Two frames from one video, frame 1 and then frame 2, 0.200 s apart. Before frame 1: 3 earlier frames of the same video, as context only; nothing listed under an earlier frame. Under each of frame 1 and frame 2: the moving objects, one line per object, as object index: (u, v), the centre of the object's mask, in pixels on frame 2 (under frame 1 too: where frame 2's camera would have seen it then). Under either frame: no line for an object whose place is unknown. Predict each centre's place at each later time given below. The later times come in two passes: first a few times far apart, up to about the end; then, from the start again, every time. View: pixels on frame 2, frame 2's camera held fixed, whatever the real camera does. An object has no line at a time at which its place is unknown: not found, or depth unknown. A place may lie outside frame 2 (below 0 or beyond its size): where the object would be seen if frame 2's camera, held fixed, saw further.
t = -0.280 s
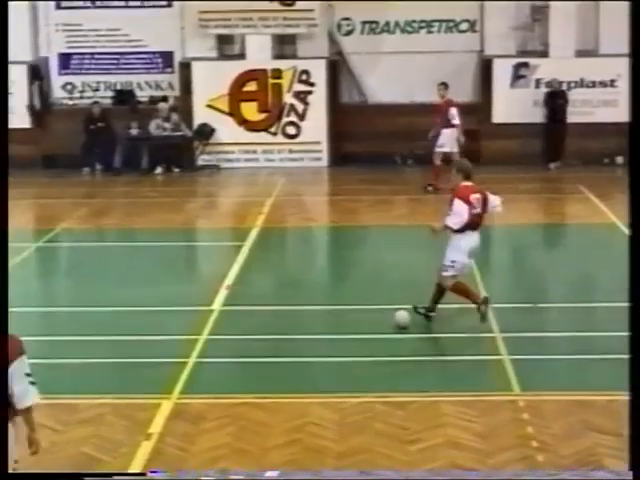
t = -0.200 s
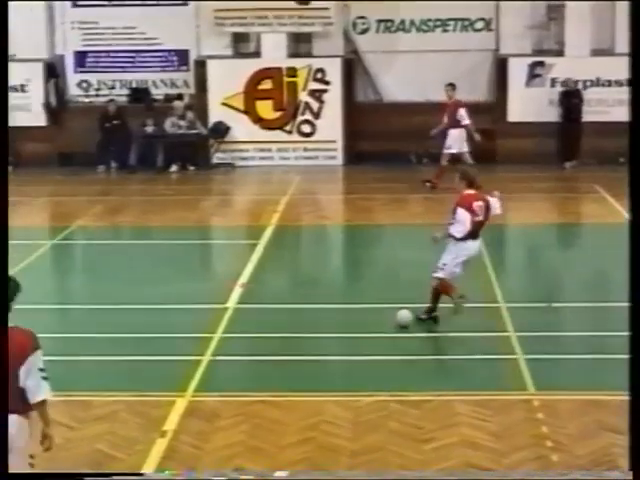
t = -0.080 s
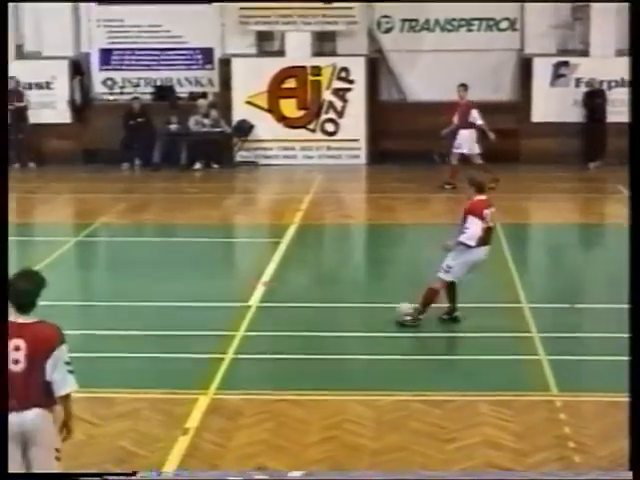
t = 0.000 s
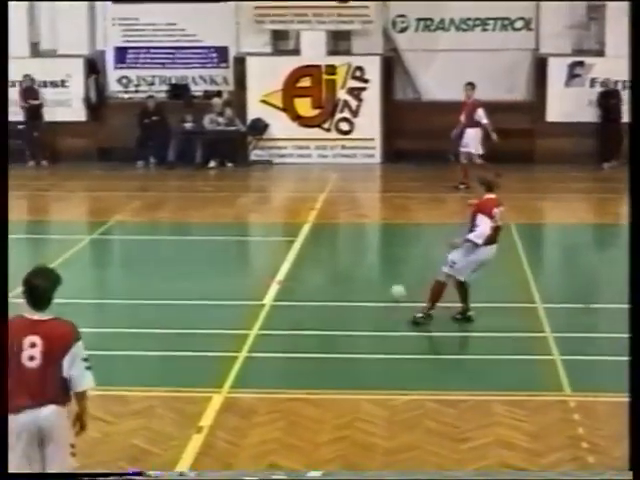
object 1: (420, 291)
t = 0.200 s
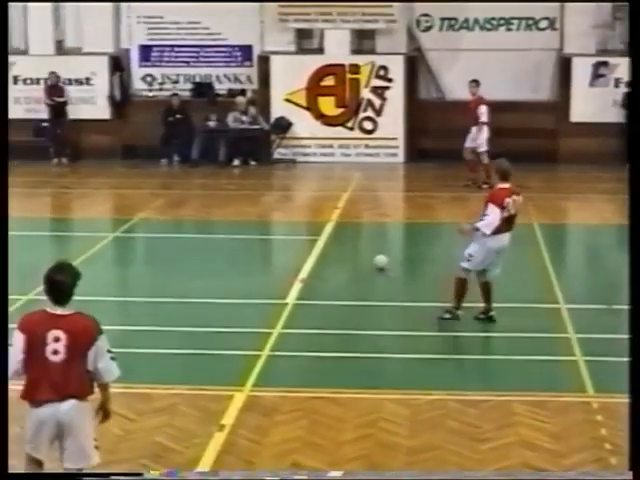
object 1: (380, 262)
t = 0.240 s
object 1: (374, 257)
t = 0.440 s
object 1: (347, 237)
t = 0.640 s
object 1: (327, 221)
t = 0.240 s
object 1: (374, 257)
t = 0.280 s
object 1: (368, 253)
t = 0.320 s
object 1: (362, 249)
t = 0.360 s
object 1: (357, 245)
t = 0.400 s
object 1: (352, 241)
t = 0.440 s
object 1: (347, 237)
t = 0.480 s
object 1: (343, 233)
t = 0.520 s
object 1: (338, 231)
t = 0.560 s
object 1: (336, 229)
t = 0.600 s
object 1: (330, 225)
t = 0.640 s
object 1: (327, 221)
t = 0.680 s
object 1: (322, 220)
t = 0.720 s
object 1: (320, 217)
